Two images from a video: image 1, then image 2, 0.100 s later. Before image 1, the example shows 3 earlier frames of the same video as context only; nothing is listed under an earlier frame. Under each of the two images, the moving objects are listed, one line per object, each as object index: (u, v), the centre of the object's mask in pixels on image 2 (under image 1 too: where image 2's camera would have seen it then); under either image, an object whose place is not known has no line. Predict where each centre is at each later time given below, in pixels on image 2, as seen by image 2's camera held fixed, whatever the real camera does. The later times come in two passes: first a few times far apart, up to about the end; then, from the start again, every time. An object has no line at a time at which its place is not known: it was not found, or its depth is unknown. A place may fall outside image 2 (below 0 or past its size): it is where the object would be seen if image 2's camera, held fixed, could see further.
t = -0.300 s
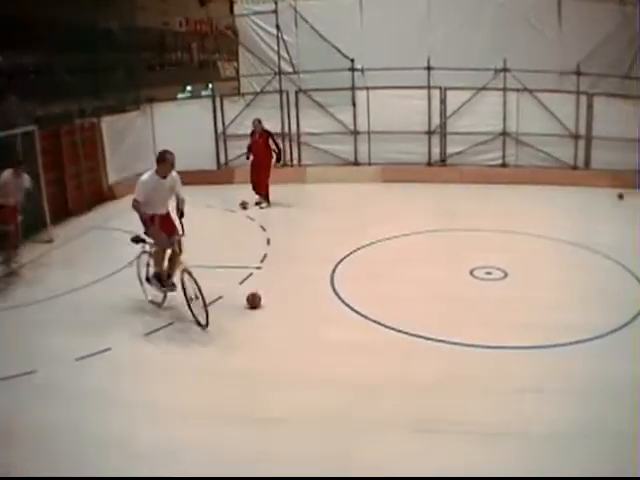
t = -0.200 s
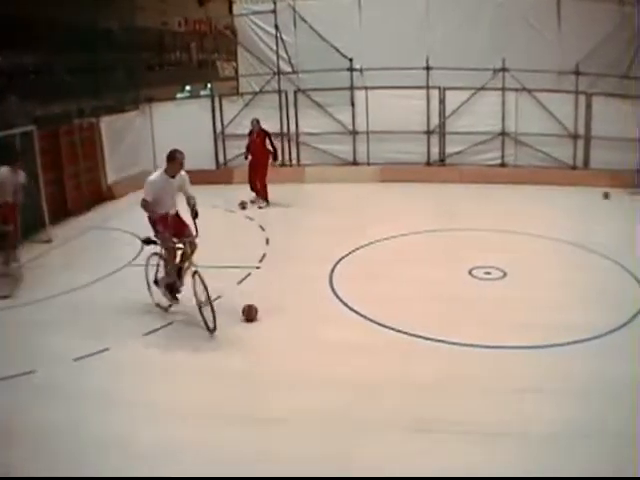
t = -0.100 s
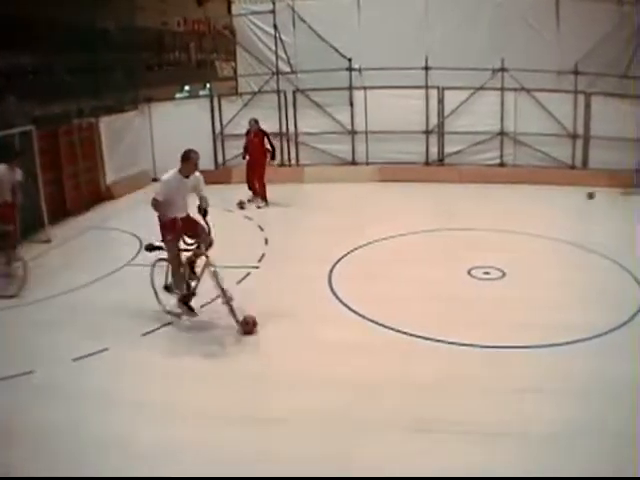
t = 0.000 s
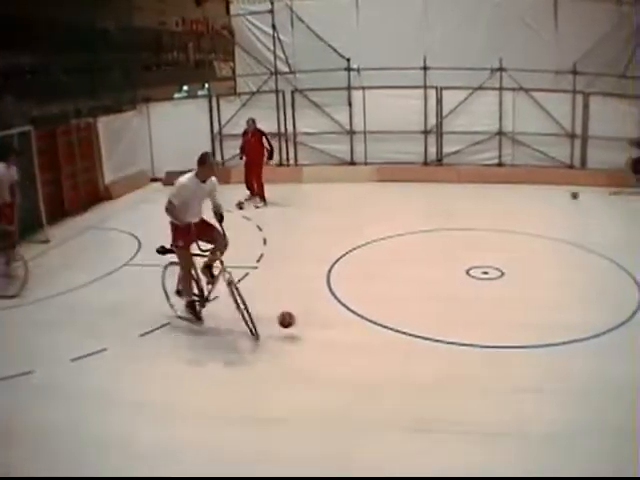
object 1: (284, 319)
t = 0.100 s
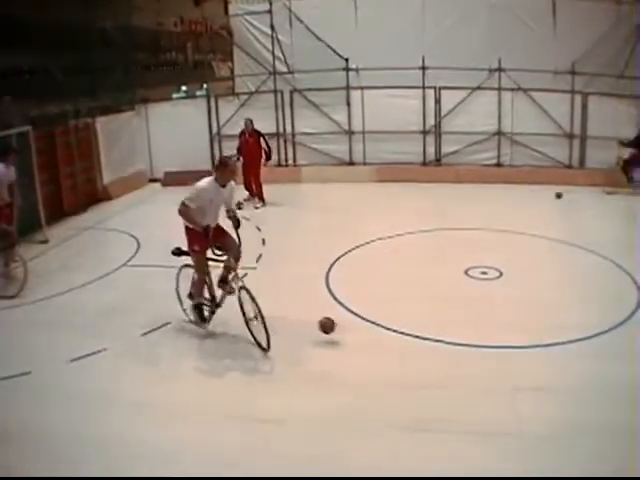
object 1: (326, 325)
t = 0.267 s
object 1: (391, 341)
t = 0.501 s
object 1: (463, 355)
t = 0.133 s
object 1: (341, 329)
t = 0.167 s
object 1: (355, 336)
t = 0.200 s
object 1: (368, 338)
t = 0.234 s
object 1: (380, 340)
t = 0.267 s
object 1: (391, 341)
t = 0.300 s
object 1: (401, 343)
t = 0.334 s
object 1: (412, 346)
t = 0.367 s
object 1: (423, 347)
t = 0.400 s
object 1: (433, 349)
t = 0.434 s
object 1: (443, 352)
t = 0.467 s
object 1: (453, 354)
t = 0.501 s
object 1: (463, 355)
